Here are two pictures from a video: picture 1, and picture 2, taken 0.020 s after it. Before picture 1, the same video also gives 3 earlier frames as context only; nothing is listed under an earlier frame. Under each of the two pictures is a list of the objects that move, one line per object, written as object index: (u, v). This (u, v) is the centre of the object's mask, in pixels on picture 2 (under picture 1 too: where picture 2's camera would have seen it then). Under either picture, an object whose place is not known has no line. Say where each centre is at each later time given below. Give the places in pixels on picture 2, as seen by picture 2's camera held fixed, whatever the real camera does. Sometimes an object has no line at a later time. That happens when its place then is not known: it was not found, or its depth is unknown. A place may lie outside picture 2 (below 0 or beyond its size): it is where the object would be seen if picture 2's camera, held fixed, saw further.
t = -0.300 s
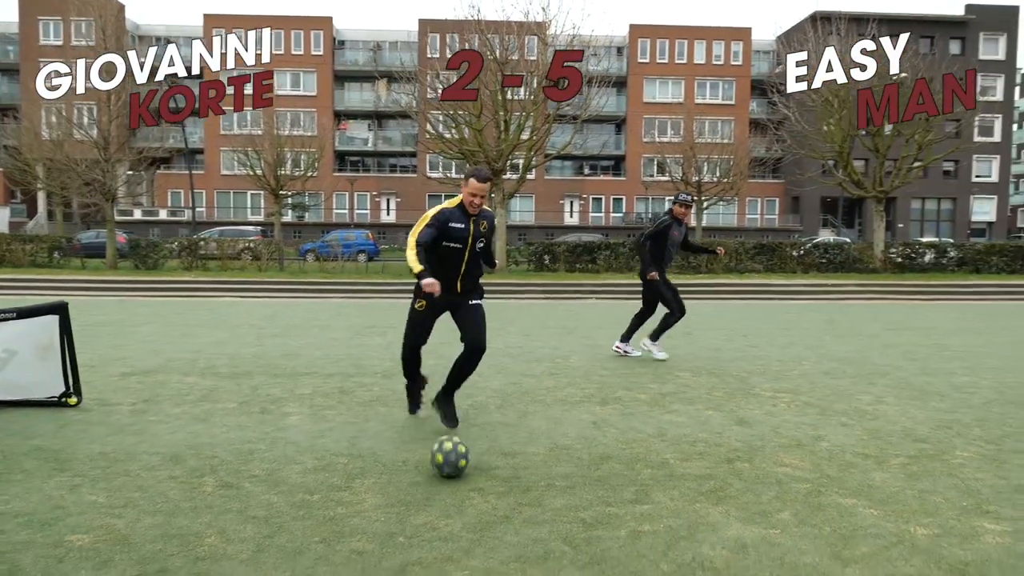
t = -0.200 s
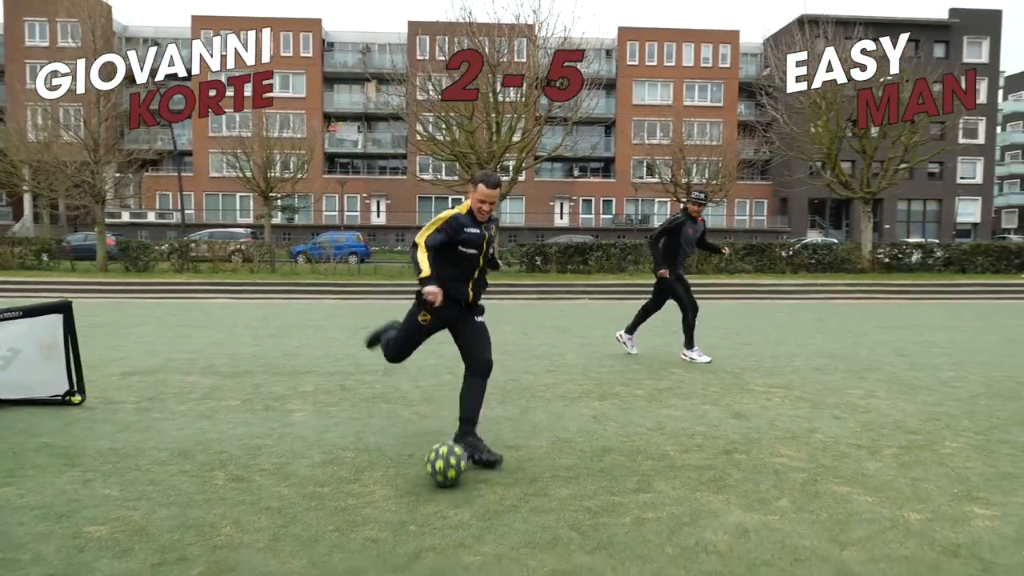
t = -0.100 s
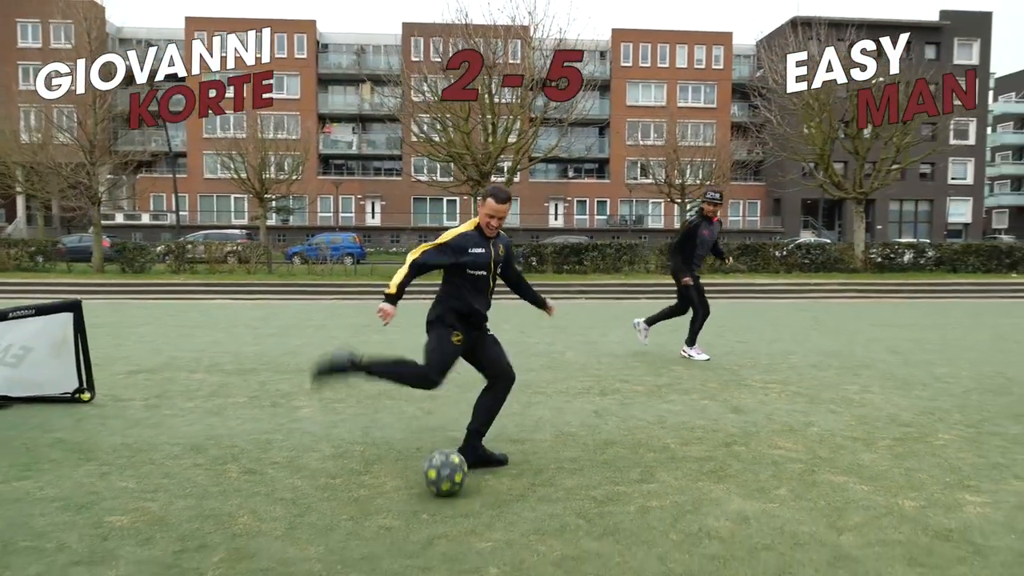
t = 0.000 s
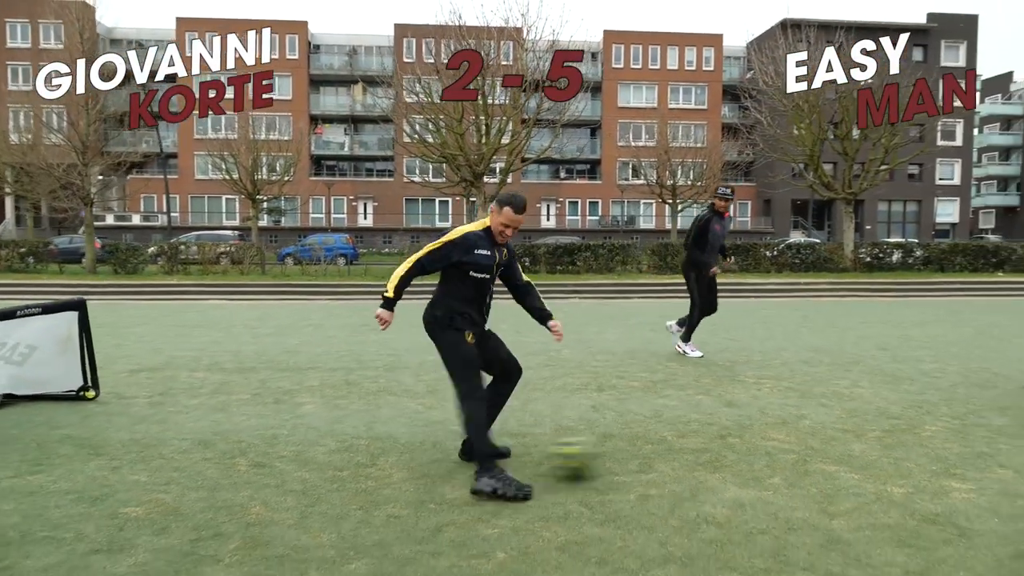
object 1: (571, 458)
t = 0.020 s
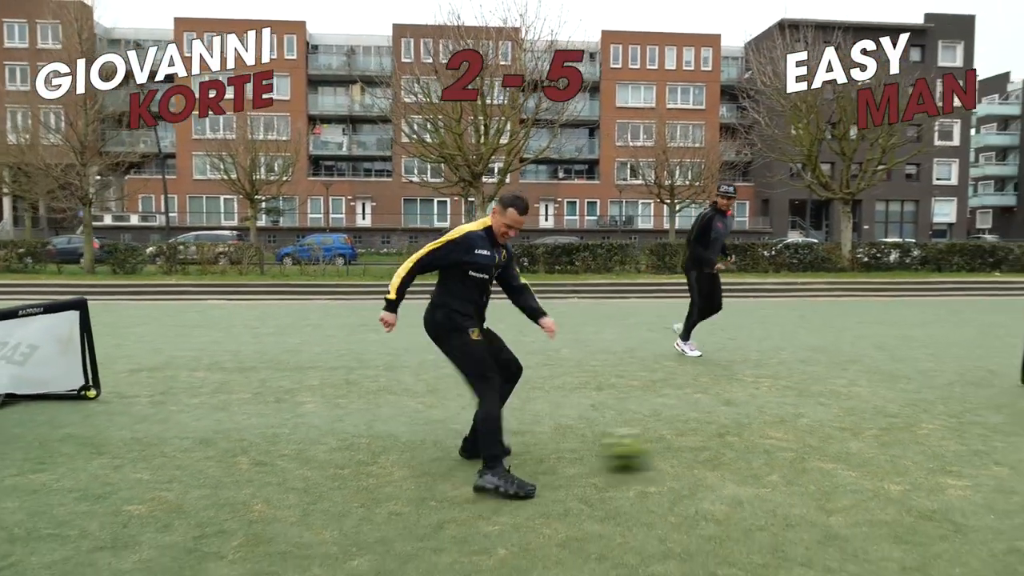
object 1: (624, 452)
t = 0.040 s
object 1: (672, 444)
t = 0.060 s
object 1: (712, 438)
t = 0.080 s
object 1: (752, 434)
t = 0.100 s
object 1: (789, 427)
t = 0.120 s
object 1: (821, 424)
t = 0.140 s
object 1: (853, 418)
